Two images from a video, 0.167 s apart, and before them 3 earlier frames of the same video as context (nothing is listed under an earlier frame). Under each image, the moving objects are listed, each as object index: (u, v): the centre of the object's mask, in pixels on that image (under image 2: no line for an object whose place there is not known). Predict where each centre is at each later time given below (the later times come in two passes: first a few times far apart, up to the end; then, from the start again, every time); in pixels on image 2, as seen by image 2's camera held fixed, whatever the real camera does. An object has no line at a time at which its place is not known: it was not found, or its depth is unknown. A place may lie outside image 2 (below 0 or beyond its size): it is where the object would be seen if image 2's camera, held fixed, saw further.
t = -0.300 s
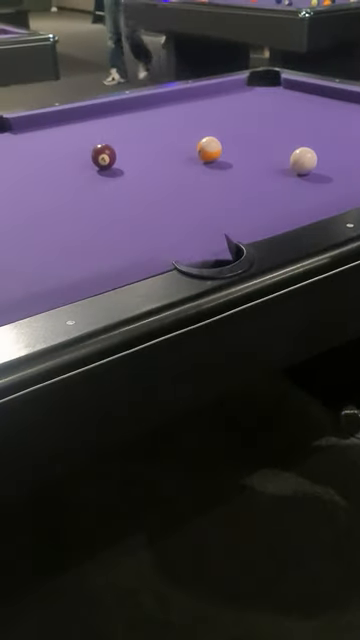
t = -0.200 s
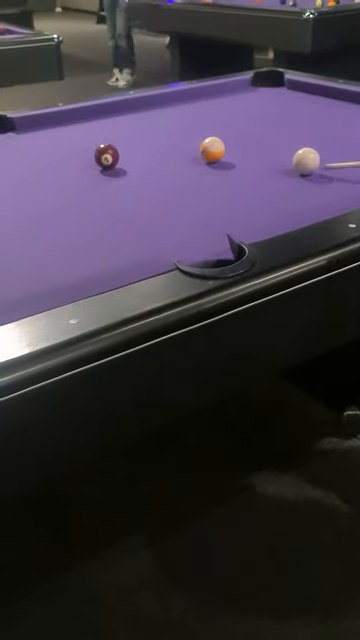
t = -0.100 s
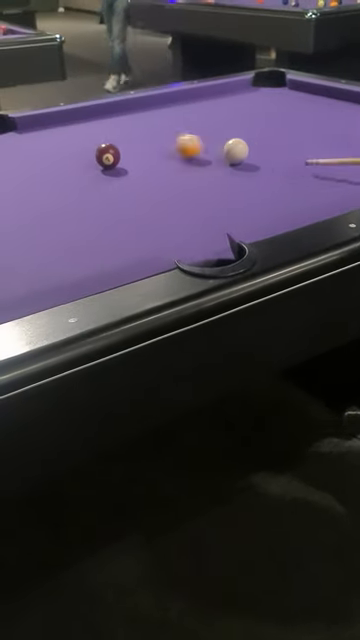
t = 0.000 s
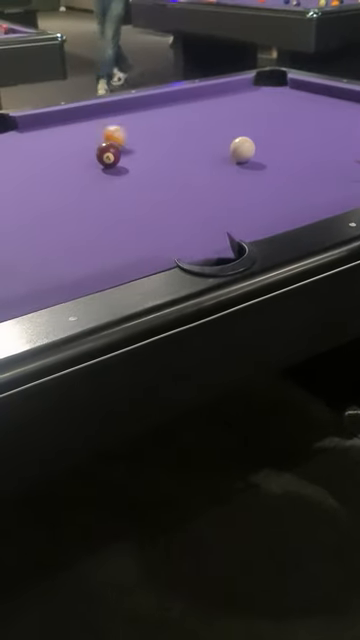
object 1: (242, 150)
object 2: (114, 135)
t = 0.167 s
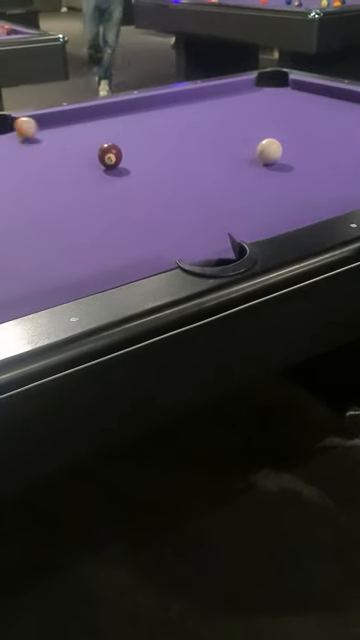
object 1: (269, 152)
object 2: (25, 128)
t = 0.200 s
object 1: (274, 152)
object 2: (10, 126)
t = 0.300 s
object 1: (290, 152)
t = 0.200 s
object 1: (274, 152)
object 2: (10, 126)
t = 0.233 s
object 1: (279, 152)
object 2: (2, 125)
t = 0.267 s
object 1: (285, 152)
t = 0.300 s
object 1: (290, 152)
